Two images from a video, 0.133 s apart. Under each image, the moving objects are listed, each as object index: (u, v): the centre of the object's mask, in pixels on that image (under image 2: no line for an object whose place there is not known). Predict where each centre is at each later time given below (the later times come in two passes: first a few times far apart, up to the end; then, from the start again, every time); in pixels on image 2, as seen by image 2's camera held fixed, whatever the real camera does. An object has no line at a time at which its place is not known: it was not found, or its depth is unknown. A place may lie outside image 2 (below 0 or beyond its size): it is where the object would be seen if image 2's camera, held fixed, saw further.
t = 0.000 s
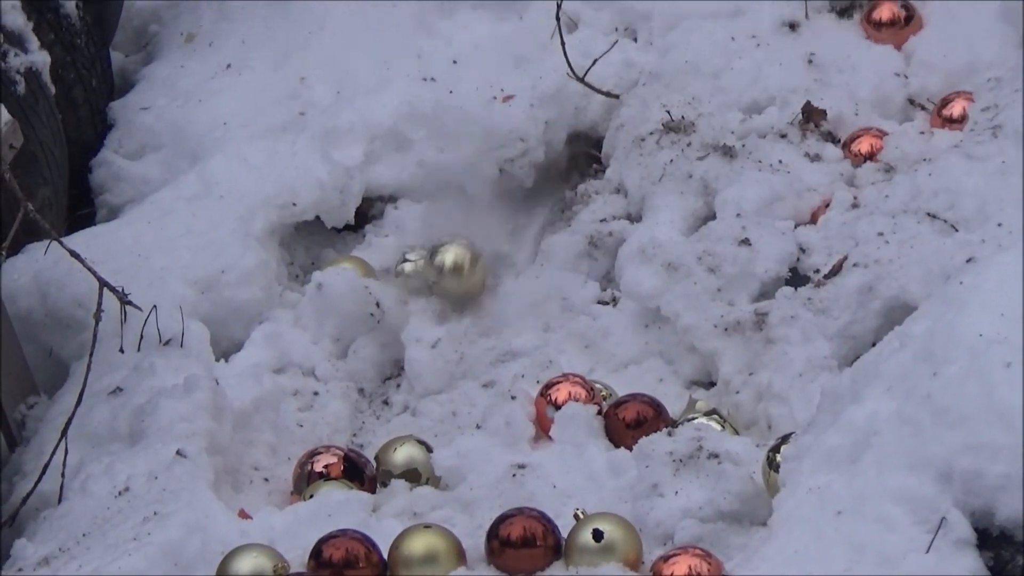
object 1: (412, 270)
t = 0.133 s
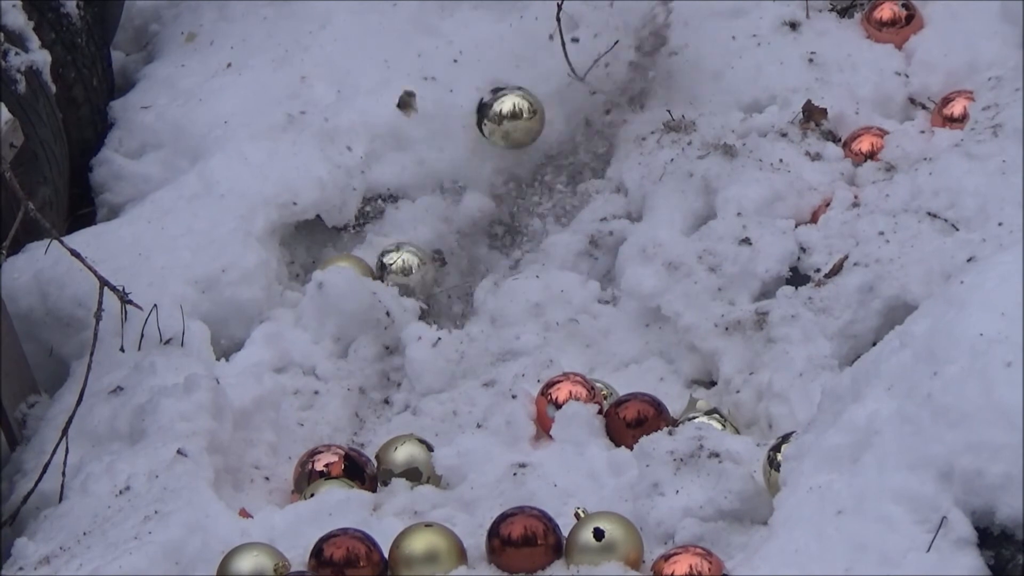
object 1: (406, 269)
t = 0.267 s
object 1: (423, 282)
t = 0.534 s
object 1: (411, 279)
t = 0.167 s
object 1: (411, 275)
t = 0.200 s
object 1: (417, 278)
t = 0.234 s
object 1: (419, 279)
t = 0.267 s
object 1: (423, 282)
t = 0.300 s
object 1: (426, 283)
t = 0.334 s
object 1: (427, 284)
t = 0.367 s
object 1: (428, 288)
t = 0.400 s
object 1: (429, 286)
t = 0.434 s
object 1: (429, 287)
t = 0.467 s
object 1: (427, 287)
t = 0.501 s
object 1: (419, 282)
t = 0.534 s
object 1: (411, 279)
